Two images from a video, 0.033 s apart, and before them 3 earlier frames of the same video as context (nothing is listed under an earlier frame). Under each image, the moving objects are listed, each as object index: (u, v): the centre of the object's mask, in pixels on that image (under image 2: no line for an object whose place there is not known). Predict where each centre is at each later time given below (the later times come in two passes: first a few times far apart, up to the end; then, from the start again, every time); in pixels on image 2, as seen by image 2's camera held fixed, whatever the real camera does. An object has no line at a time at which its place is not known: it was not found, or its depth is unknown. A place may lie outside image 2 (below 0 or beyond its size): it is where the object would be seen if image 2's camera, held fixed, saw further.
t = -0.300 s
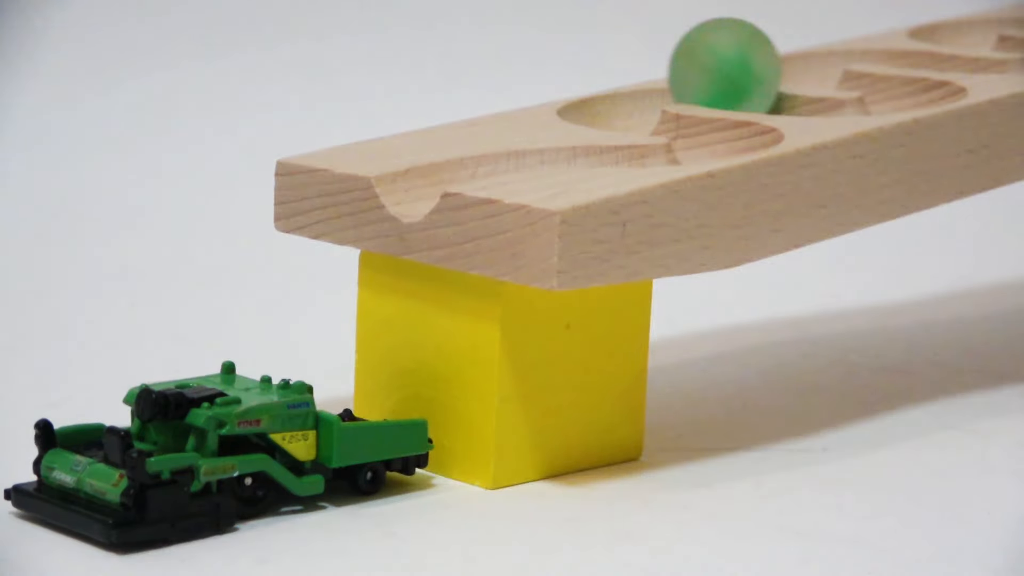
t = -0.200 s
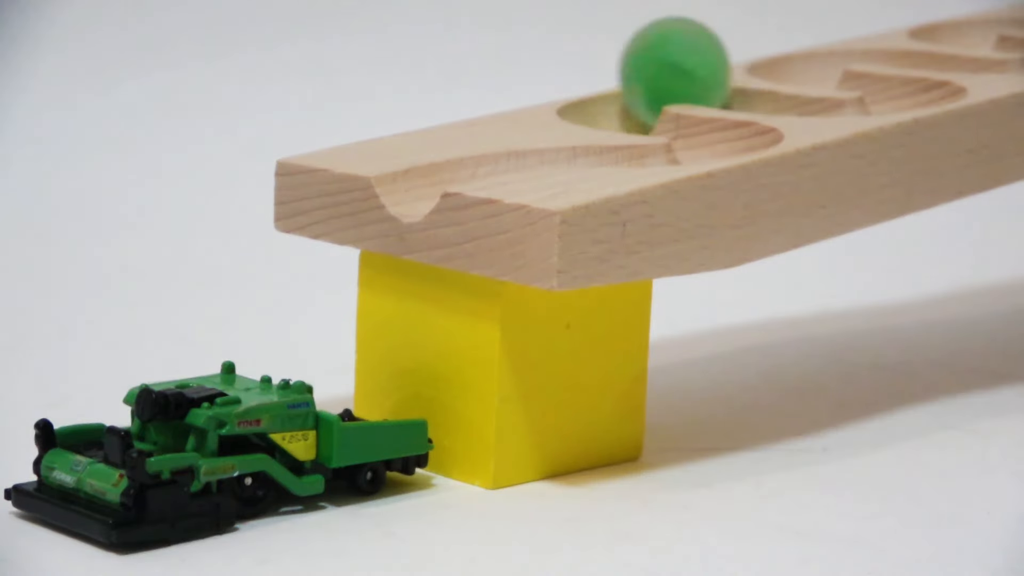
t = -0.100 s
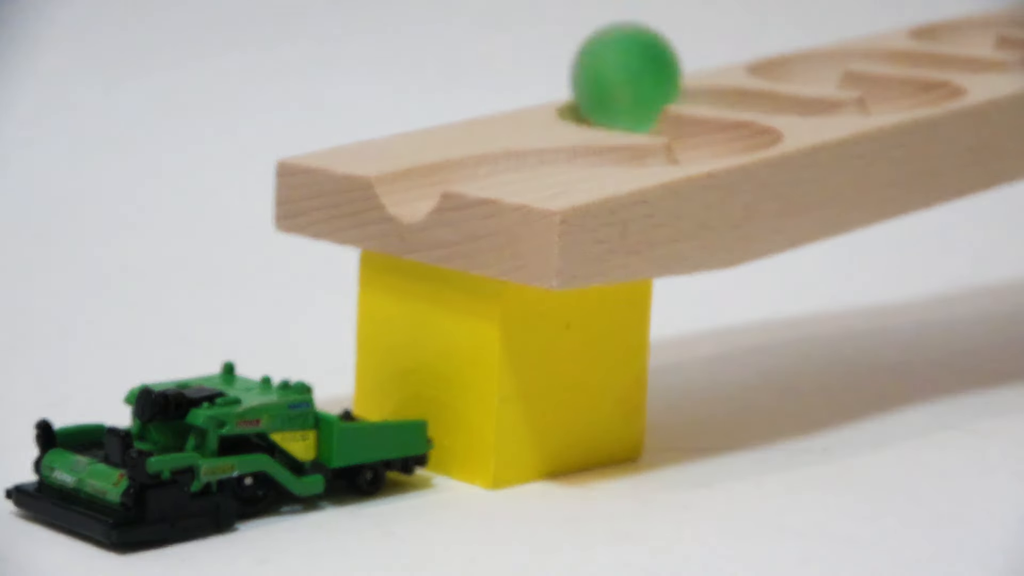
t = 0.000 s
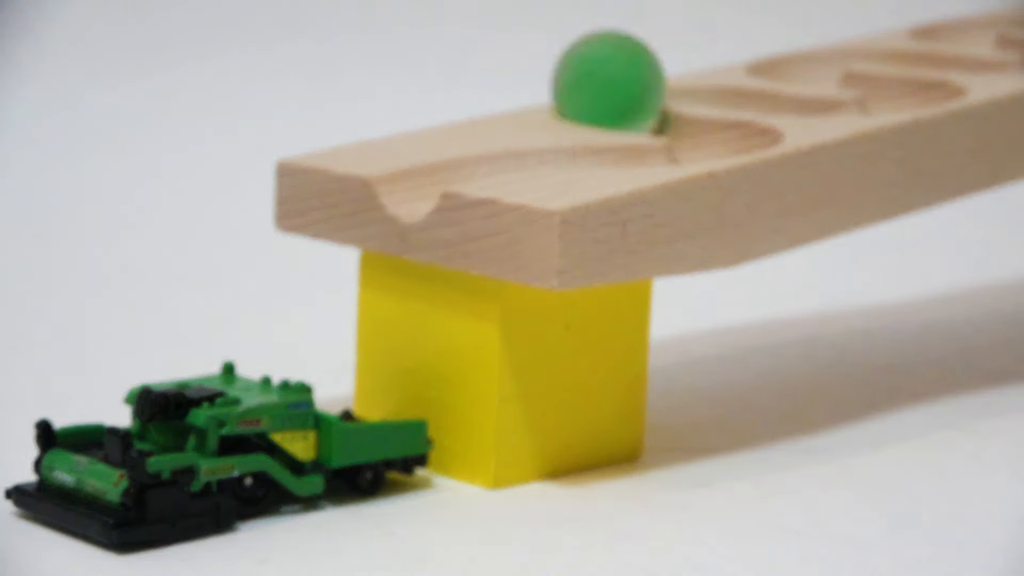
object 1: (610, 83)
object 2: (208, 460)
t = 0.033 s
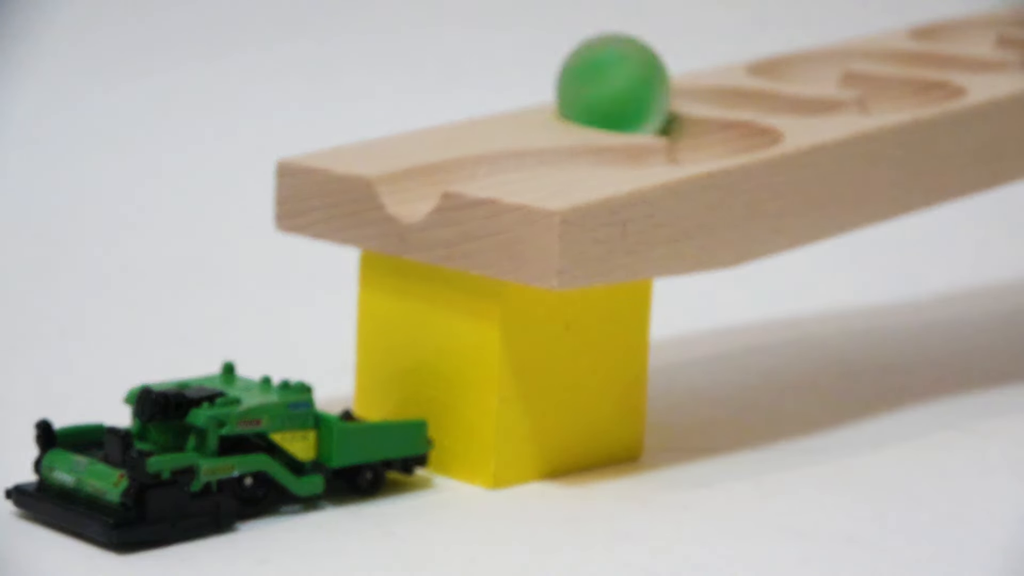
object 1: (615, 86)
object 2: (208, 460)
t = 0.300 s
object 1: (719, 106)
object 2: (208, 459)
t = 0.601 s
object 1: (607, 122)
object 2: (208, 459)
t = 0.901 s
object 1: (395, 151)
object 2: (208, 459)
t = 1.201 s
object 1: (320, 363)
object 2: (175, 465)
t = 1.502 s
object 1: (292, 366)
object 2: (163, 469)
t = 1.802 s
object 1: (280, 364)
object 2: (163, 470)
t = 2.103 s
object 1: (289, 366)
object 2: (162, 469)
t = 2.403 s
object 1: (291, 366)
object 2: (161, 470)
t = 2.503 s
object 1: (291, 366)
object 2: (161, 470)
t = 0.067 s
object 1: (623, 88)
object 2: (208, 460)
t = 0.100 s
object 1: (635, 90)
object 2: (208, 459)
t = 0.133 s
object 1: (649, 93)
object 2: (208, 459)
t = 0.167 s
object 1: (664, 97)
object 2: (208, 459)
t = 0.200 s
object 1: (681, 100)
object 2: (208, 459)
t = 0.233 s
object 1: (696, 102)
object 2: (208, 459)
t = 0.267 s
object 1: (709, 104)
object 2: (208, 459)
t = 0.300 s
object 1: (719, 106)
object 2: (208, 459)
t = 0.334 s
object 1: (723, 108)
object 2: (208, 459)
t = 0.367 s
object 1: (723, 110)
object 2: (208, 459)
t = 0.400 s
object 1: (718, 112)
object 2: (208, 459)
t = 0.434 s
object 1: (708, 115)
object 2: (208, 458)
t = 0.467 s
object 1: (692, 117)
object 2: (208, 459)
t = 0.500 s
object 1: (672, 119)
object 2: (208, 459)
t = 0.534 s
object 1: (650, 121)
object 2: (208, 459)
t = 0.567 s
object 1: (627, 121)
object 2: (208, 459)
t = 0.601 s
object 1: (607, 122)
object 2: (208, 459)
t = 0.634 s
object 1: (582, 121)
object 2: (208, 459)
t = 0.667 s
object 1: (558, 122)
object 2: (208, 459)
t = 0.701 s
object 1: (533, 123)
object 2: (208, 459)
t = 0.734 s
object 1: (509, 125)
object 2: (208, 459)
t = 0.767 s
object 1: (485, 129)
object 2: (208, 459)
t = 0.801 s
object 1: (462, 132)
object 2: (208, 458)
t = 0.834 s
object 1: (440, 137)
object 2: (208, 459)
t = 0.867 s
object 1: (418, 144)
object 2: (208, 458)
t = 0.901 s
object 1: (395, 151)
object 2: (208, 459)
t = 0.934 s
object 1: (372, 170)
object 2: (208, 459)
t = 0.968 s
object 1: (347, 203)
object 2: (208, 459)
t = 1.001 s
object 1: (323, 251)
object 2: (208, 458)
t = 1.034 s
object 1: (298, 312)
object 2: (207, 458)
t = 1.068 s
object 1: (299, 305)
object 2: (208, 456)
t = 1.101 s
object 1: (300, 310)
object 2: (204, 456)
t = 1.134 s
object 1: (303, 323)
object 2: (190, 461)
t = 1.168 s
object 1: (310, 340)
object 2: (183, 463)
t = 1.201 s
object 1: (320, 363)
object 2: (175, 465)
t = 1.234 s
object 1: (322, 361)
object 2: (172, 465)
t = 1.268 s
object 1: (325, 364)
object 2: (170, 467)
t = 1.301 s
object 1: (325, 365)
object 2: (168, 467)
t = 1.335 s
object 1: (322, 365)
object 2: (165, 468)
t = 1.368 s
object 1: (318, 366)
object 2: (164, 469)
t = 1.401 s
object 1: (313, 367)
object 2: (163, 469)
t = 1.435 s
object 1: (305, 365)
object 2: (165, 469)
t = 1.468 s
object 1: (299, 365)
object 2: (164, 469)
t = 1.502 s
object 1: (292, 366)
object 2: (163, 469)
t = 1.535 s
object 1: (285, 365)
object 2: (163, 469)
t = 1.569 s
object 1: (281, 365)
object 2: (162, 470)
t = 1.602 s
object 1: (276, 365)
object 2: (162, 470)
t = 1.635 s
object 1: (273, 365)
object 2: (160, 469)
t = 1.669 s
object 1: (272, 364)
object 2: (160, 470)
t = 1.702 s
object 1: (274, 365)
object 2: (160, 470)
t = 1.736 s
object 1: (276, 363)
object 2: (163, 469)
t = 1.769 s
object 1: (277, 363)
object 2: (163, 469)
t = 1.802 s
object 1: (280, 364)
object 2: (163, 470)
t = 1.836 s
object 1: (283, 365)
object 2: (162, 470)
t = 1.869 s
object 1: (286, 365)
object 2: (162, 470)
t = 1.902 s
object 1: (289, 365)
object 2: (162, 470)
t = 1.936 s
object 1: (290, 366)
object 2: (160, 470)
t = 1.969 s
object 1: (290, 366)
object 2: (160, 470)
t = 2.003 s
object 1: (290, 367)
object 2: (161, 470)
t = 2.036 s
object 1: (290, 366)
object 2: (161, 469)
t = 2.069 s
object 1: (289, 366)
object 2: (162, 470)
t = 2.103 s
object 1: (289, 366)
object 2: (162, 469)
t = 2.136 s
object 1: (288, 366)
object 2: (161, 470)
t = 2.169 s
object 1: (288, 366)
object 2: (161, 470)
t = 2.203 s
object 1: (289, 366)
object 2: (161, 470)
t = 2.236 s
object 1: (290, 366)
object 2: (161, 470)
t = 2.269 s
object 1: (290, 366)
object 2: (161, 470)
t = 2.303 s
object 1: (291, 366)
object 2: (161, 470)
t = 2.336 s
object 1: (291, 366)
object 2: (161, 470)
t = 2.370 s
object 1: (291, 366)
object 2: (161, 470)
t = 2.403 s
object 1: (291, 366)
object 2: (161, 470)
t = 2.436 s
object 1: (291, 366)
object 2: (161, 470)
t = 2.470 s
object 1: (291, 366)
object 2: (161, 470)
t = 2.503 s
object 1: (291, 366)
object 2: (161, 470)
